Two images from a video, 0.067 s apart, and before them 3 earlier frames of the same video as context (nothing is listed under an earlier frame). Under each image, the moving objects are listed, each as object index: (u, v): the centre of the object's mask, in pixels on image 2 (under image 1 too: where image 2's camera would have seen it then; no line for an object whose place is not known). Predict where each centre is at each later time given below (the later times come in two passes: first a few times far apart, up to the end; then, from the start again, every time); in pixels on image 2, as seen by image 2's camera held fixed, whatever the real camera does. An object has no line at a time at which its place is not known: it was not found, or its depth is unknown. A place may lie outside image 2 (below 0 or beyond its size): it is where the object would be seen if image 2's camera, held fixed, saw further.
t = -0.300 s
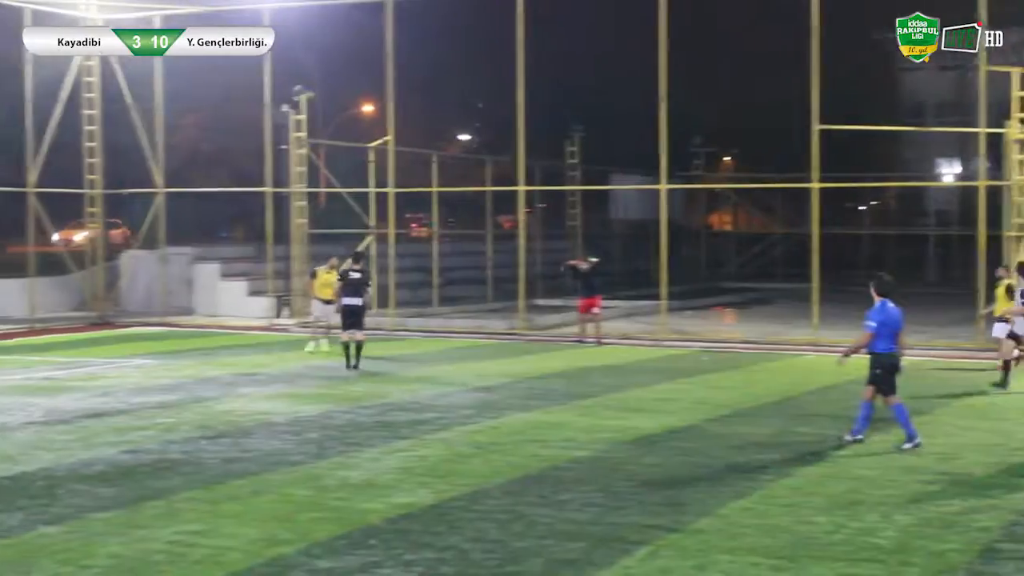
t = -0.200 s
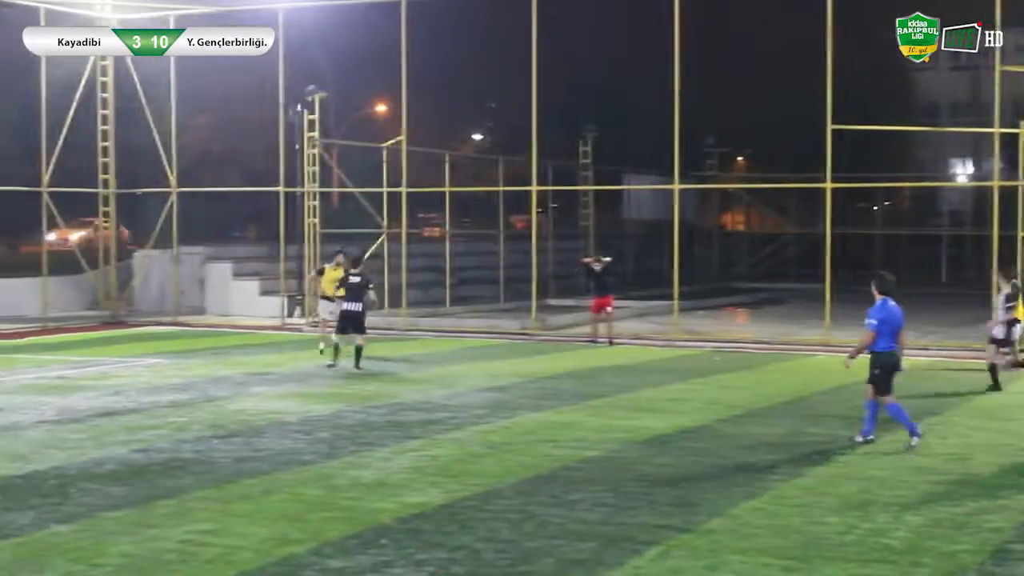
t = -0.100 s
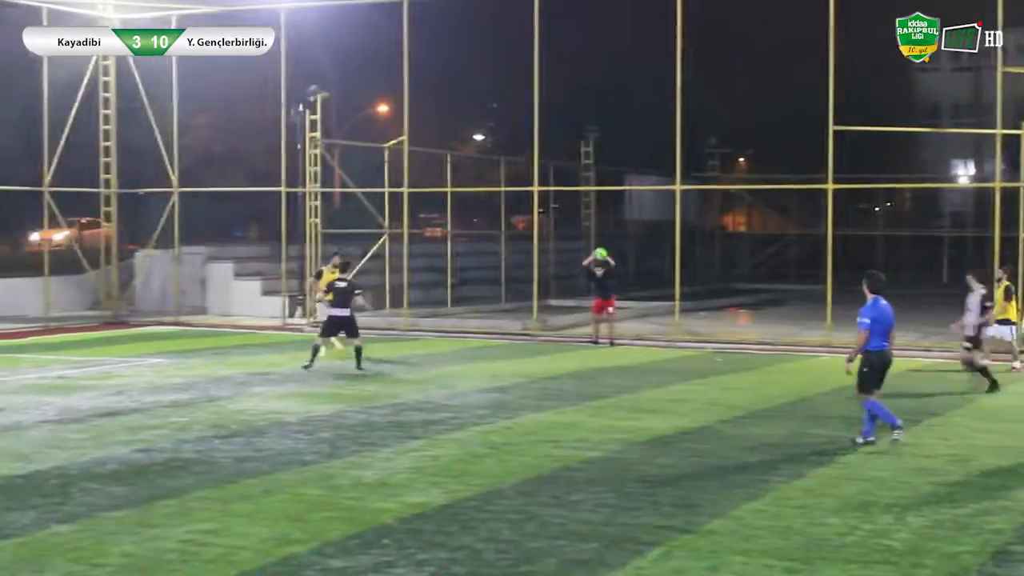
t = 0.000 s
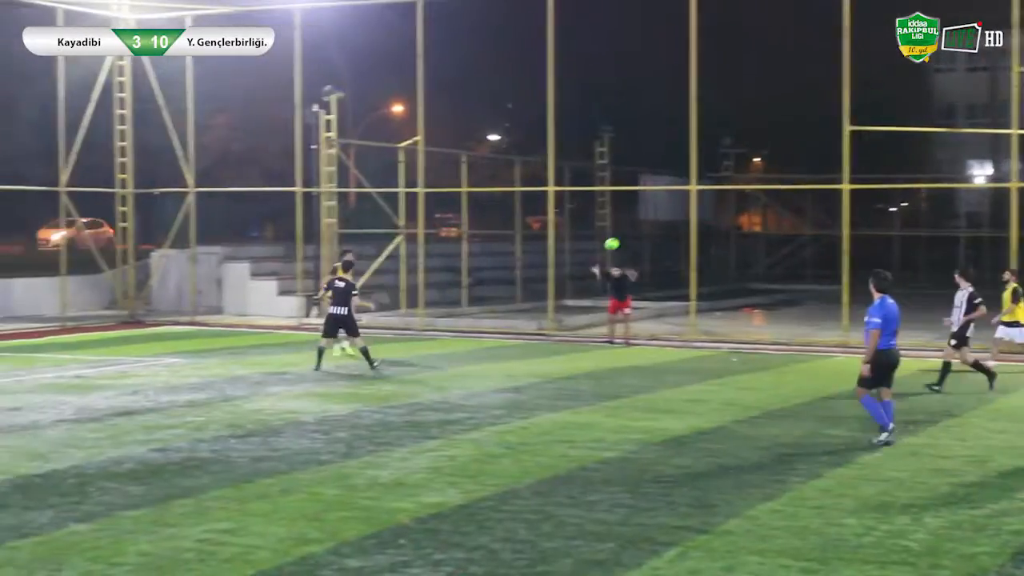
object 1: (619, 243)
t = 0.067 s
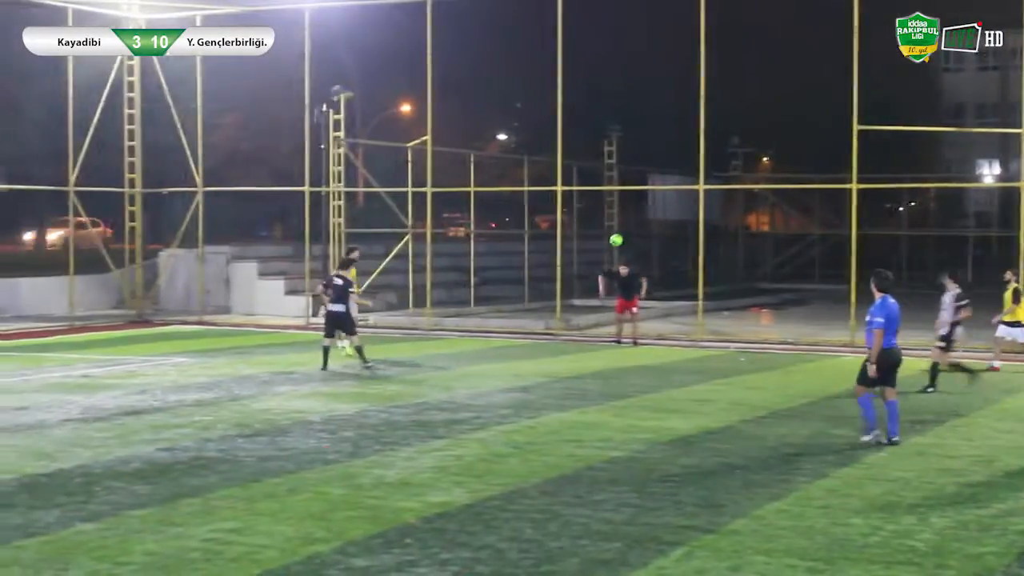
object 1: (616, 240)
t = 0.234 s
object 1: (607, 240)
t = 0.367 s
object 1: (599, 251)
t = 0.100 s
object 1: (614, 239)
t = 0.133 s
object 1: (612, 238)
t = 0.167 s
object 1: (611, 238)
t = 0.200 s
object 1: (609, 239)
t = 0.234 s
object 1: (607, 240)
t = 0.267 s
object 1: (605, 242)
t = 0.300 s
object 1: (604, 245)
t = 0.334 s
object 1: (602, 248)
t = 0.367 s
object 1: (599, 251)
